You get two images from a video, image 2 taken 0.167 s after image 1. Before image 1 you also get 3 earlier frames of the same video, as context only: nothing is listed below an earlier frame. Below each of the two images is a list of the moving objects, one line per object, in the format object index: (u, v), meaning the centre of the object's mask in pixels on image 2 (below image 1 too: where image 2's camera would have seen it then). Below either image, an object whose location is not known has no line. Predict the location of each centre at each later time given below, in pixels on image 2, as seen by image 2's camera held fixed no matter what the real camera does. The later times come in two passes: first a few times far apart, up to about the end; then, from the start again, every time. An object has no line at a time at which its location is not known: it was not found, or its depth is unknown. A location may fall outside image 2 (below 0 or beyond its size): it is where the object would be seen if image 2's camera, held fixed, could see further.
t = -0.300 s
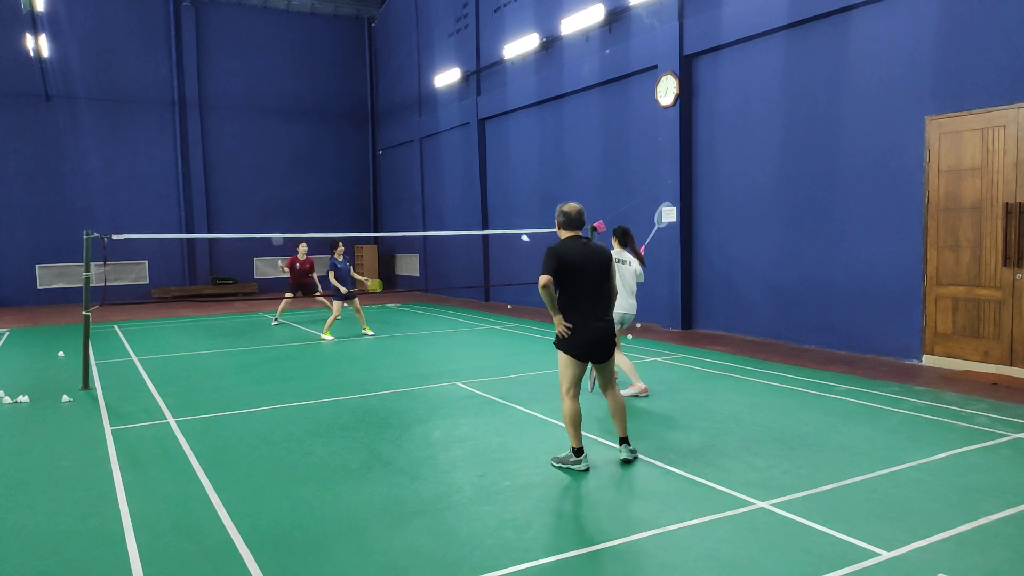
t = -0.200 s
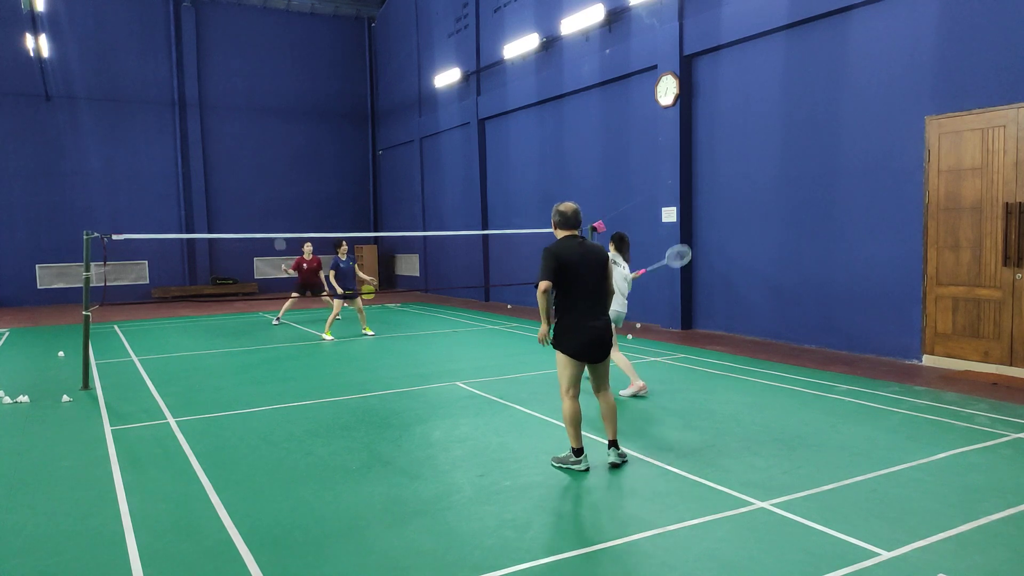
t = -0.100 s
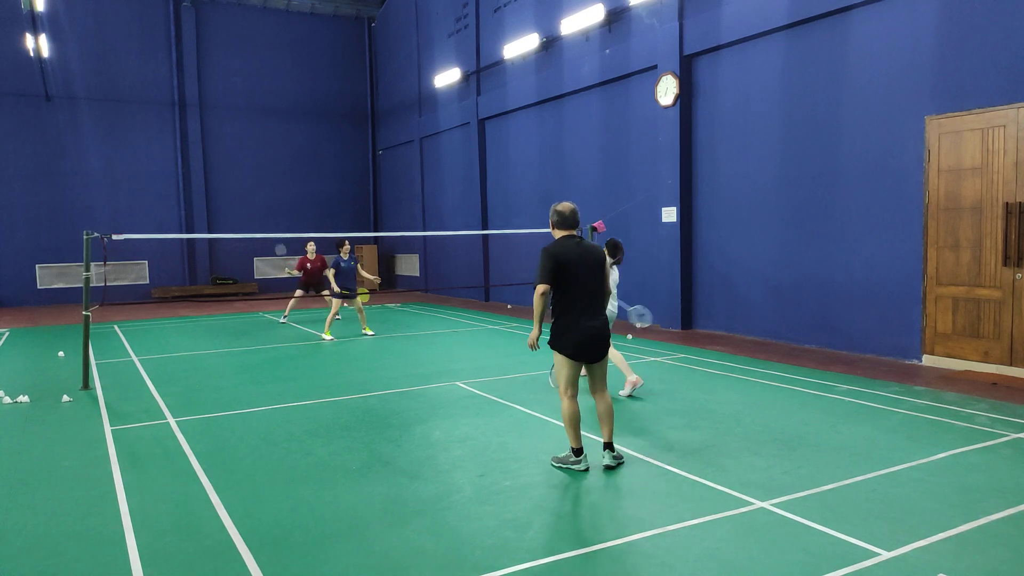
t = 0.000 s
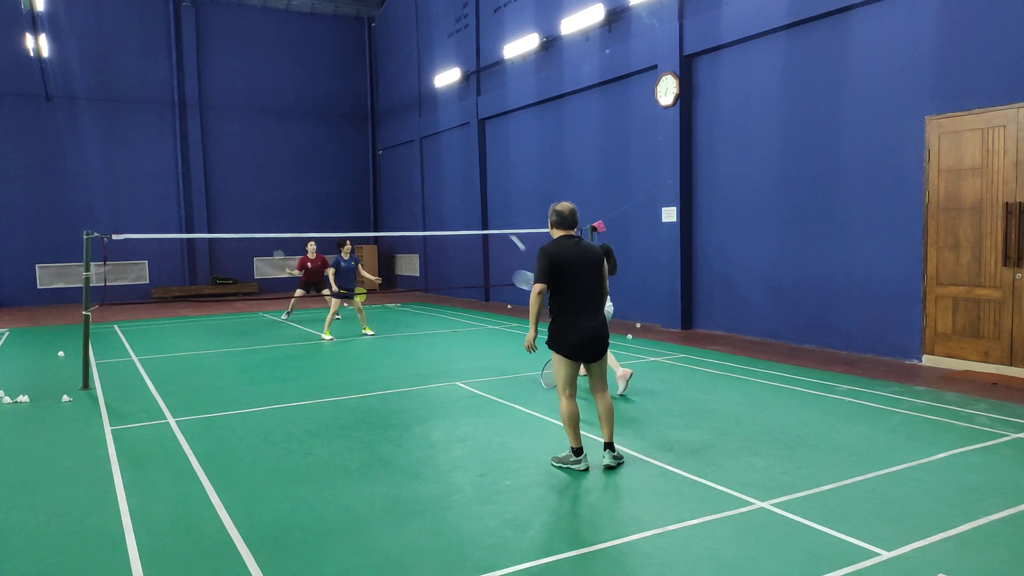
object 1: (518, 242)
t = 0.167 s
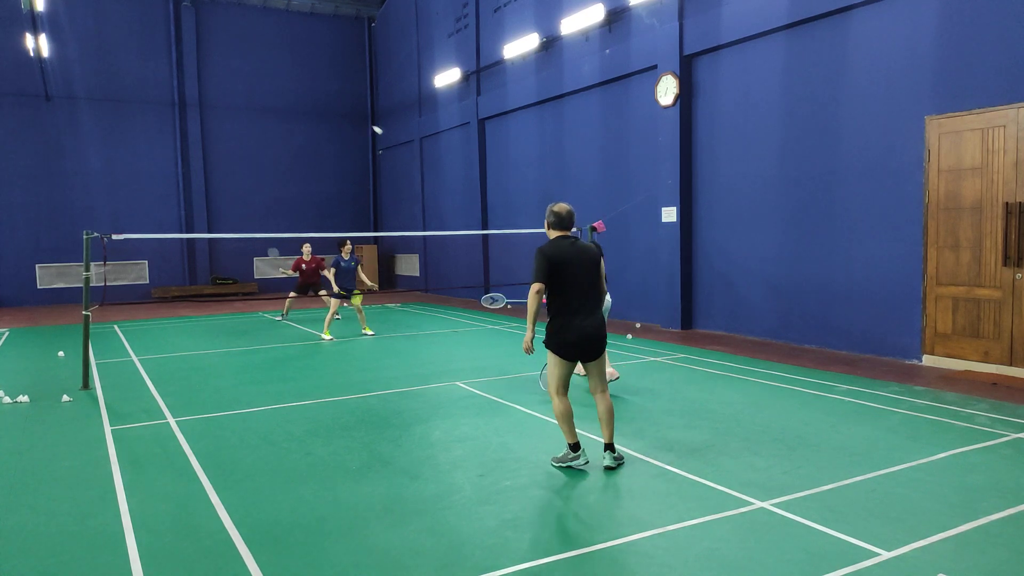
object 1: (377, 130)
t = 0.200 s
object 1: (359, 117)
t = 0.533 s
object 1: (247, 71)
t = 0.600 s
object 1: (233, 73)
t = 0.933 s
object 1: (183, 114)
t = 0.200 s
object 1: (359, 117)
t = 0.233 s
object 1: (343, 107)
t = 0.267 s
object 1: (329, 98)
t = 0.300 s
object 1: (316, 91)
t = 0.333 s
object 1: (304, 86)
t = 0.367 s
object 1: (292, 81)
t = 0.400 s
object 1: (282, 77)
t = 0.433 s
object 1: (272, 74)
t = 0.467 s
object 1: (263, 73)
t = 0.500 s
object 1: (255, 72)
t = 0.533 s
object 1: (247, 71)
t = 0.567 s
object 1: (240, 71)
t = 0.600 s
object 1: (233, 73)
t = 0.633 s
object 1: (227, 74)
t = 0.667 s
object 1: (220, 76)
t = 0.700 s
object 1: (215, 79)
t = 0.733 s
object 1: (209, 83)
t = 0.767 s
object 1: (204, 87)
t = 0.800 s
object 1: (199, 91)
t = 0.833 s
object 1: (195, 96)
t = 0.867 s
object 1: (191, 102)
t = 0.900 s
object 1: (187, 108)
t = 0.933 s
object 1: (183, 114)
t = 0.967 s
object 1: (180, 121)
